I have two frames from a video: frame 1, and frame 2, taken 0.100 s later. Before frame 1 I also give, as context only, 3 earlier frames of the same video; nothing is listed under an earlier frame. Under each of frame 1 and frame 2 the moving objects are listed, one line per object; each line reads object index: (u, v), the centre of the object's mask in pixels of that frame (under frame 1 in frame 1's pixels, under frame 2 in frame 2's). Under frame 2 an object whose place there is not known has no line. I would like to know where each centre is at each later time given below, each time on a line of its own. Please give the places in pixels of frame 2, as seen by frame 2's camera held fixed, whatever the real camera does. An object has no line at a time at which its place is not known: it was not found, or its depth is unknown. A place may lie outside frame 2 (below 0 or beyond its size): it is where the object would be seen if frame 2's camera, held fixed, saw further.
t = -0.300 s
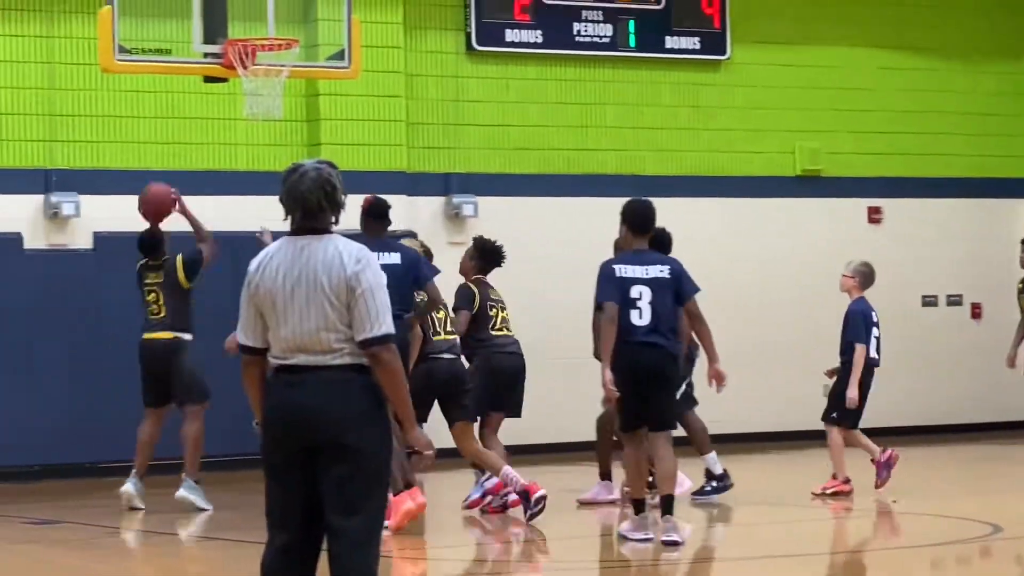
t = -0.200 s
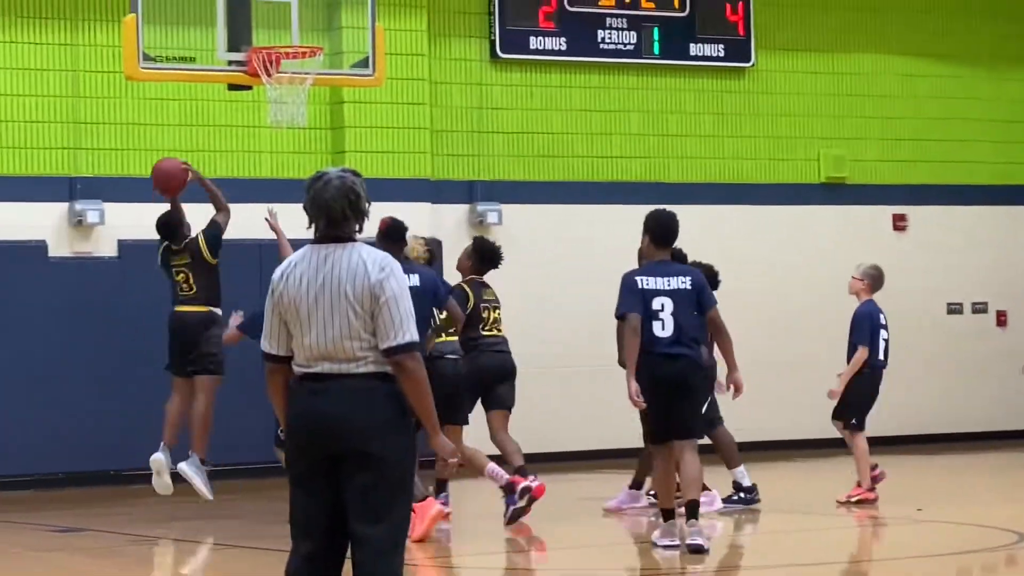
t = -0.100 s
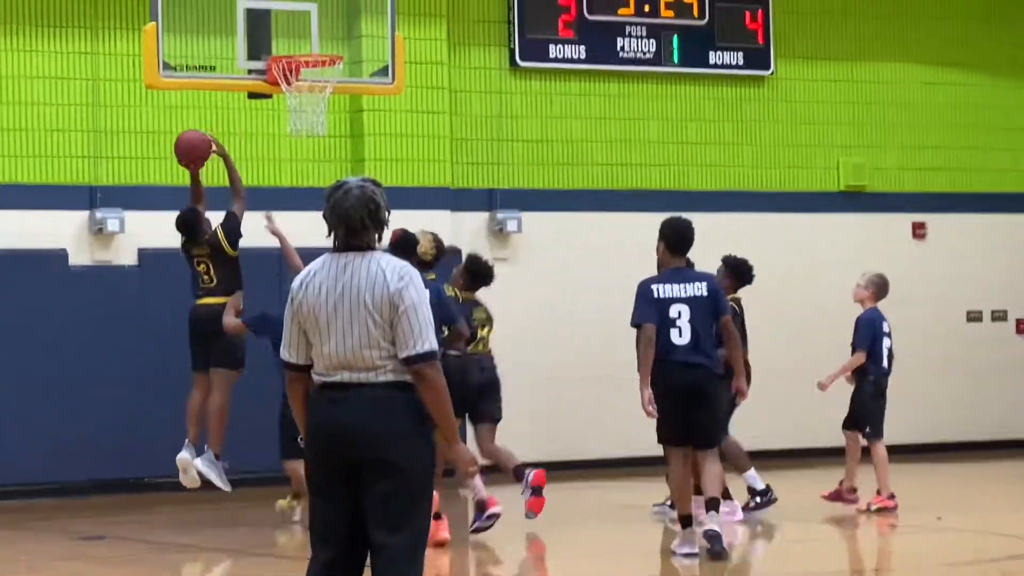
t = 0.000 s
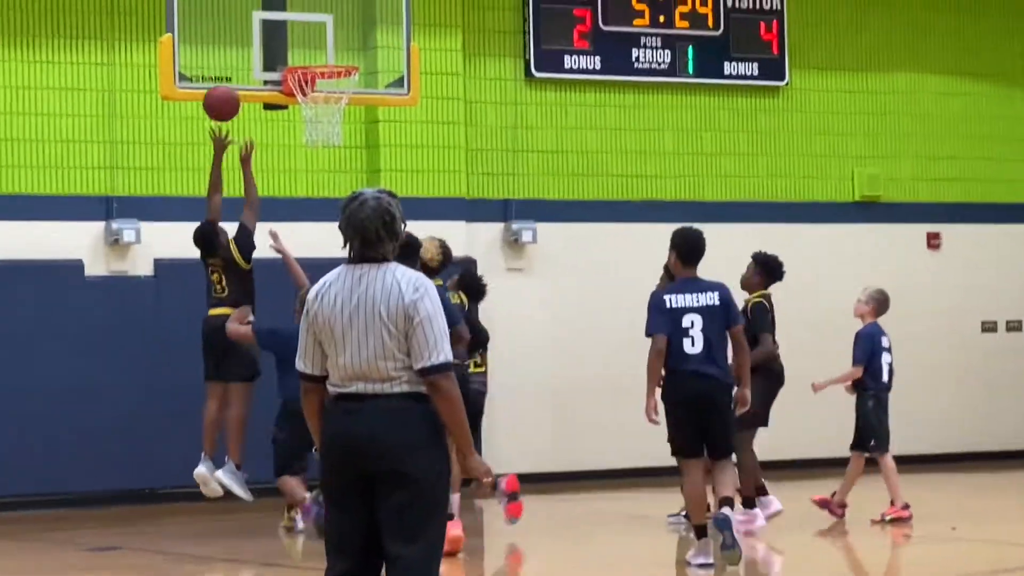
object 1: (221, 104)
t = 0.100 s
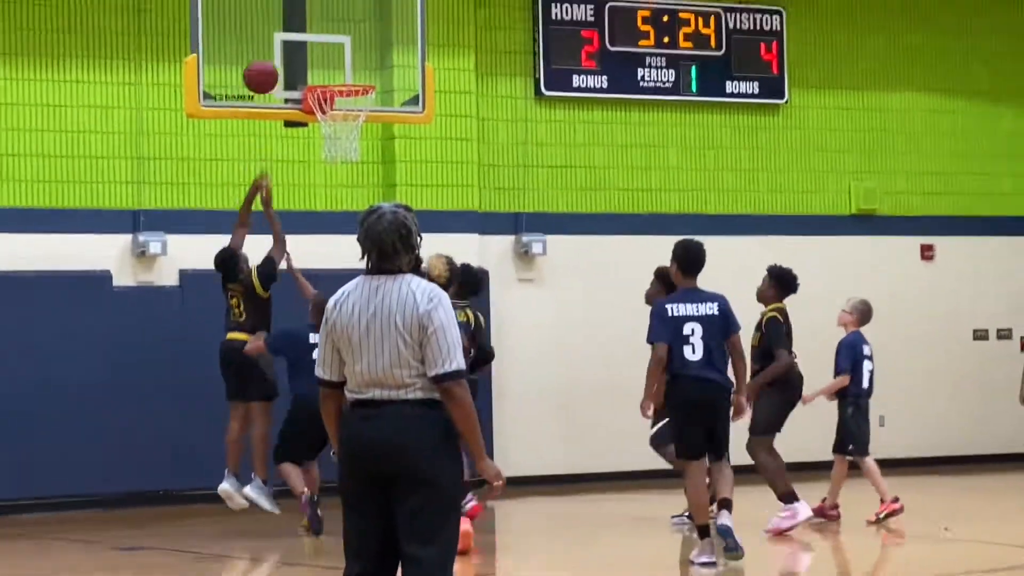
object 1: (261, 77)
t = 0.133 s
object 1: (266, 65)
